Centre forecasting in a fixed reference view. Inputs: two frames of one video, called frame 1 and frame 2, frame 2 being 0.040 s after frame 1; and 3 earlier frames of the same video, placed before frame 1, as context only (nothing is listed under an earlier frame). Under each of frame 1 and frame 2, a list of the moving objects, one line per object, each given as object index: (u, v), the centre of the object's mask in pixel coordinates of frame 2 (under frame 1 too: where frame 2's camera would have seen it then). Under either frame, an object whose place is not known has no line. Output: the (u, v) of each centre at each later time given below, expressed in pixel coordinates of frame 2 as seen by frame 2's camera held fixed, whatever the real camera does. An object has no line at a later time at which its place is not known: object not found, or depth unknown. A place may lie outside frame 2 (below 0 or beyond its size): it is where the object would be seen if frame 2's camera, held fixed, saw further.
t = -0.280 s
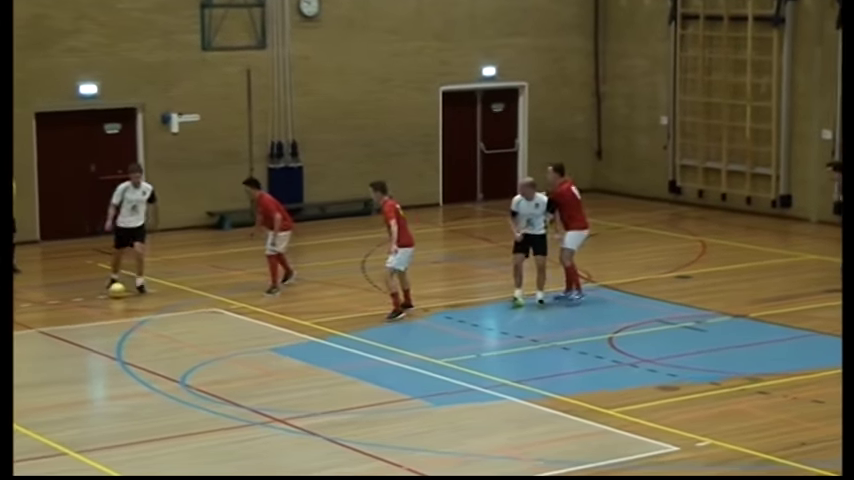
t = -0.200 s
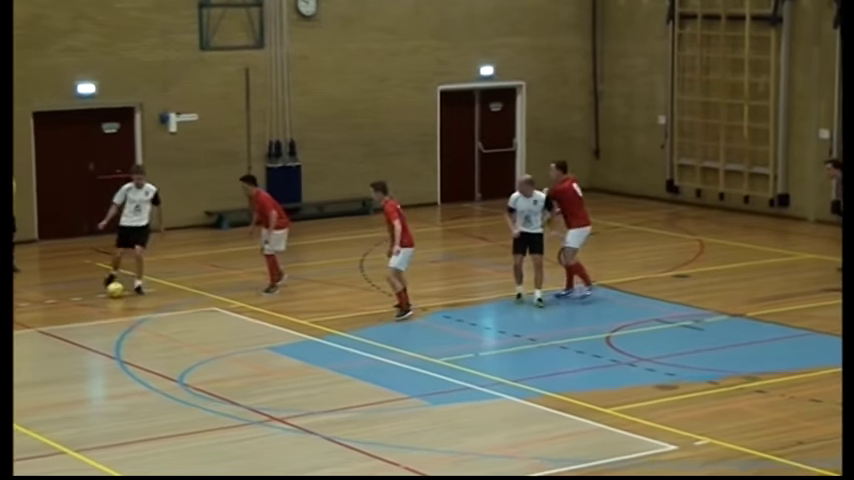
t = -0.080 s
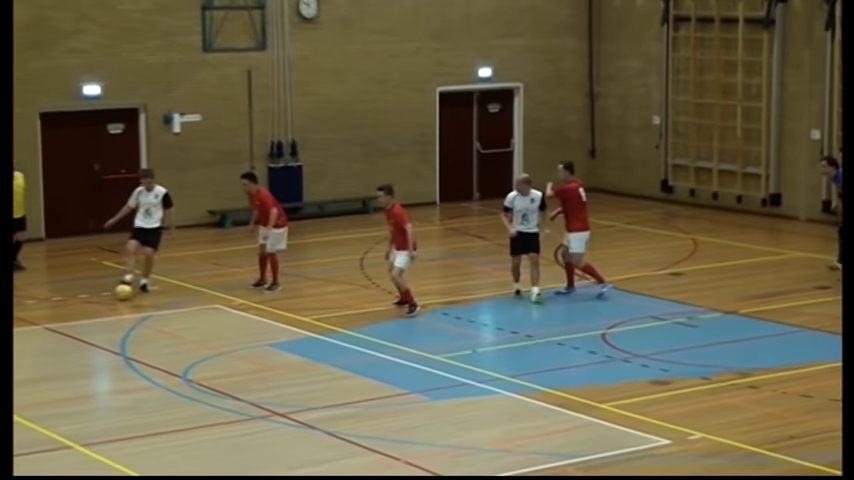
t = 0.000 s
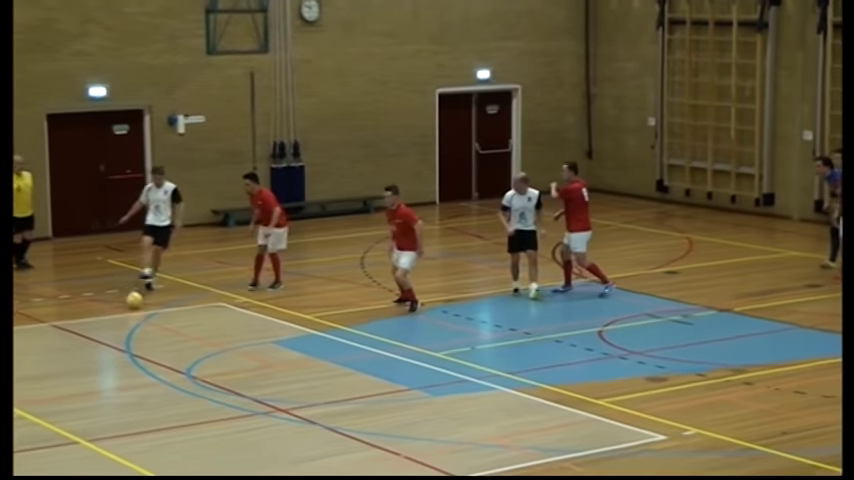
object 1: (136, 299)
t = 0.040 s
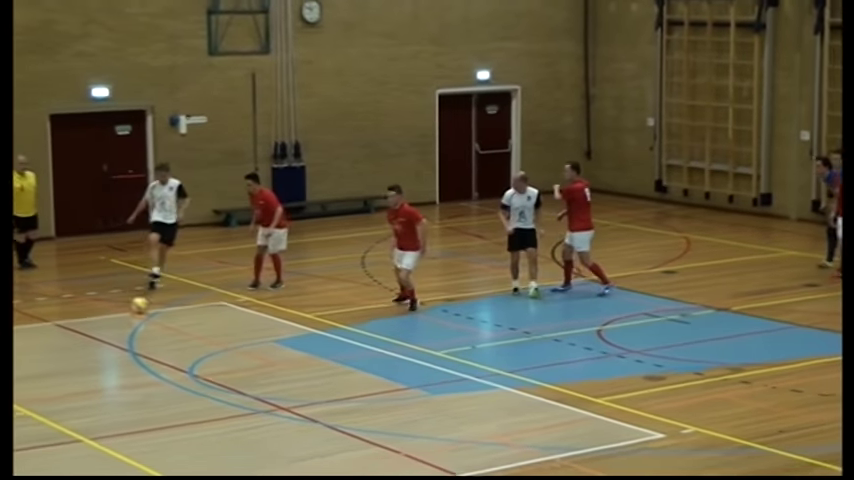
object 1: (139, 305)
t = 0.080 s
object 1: (142, 310)
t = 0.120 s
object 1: (145, 316)
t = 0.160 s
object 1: (148, 320)
